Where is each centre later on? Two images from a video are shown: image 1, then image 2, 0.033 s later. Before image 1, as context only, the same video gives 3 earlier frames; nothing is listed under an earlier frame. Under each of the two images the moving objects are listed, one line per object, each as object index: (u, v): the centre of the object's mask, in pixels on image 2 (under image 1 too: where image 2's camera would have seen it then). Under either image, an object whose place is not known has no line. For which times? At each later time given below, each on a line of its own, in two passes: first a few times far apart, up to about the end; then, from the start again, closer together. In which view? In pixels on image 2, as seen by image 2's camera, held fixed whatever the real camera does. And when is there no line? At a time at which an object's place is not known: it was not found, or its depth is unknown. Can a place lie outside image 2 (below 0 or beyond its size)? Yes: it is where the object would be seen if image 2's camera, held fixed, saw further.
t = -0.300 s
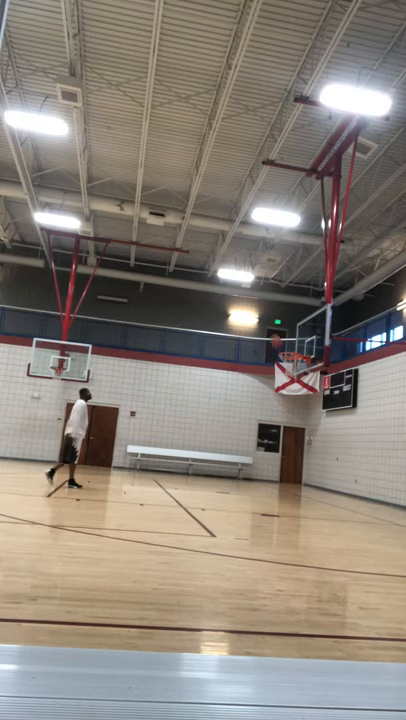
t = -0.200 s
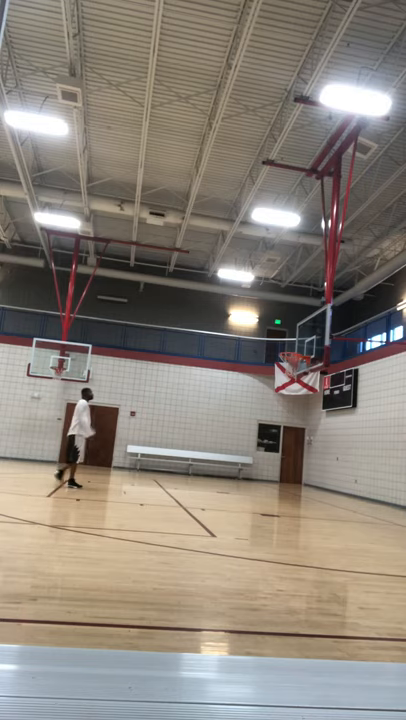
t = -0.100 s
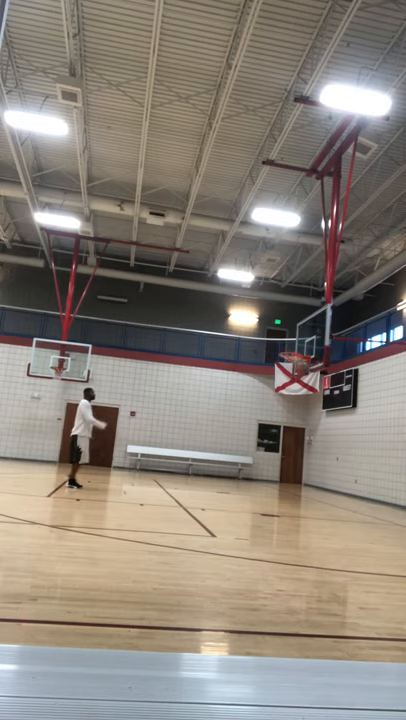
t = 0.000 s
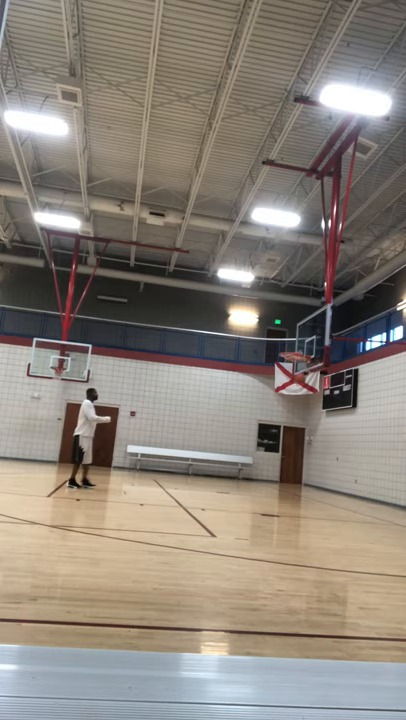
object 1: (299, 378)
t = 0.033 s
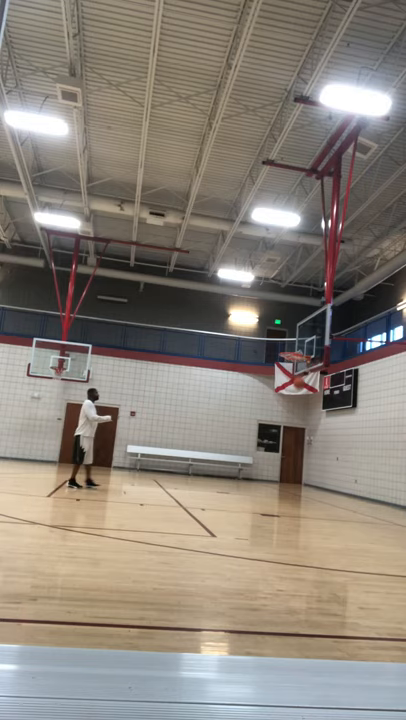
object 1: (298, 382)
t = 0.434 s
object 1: (284, 479)
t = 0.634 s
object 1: (279, 468)
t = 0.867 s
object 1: (271, 437)
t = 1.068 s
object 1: (263, 431)
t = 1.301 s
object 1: (250, 451)
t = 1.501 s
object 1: (237, 493)
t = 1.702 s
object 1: (233, 472)
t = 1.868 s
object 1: (227, 460)
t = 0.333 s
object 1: (289, 448)
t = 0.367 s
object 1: (288, 455)
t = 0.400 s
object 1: (286, 467)
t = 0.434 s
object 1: (284, 479)
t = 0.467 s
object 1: (284, 491)
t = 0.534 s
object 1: (282, 491)
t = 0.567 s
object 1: (282, 481)
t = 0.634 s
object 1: (279, 468)
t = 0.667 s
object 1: (278, 461)
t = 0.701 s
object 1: (277, 456)
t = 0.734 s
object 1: (276, 451)
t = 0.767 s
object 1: (275, 446)
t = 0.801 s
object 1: (273, 442)
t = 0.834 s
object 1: (272, 439)
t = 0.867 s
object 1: (271, 437)
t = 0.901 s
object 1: (270, 434)
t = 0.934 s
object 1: (269, 433)
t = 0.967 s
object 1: (267, 431)
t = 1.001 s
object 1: (265, 431)
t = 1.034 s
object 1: (264, 431)
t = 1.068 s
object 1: (263, 431)
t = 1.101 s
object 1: (260, 433)
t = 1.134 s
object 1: (259, 434)
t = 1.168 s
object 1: (257, 436)
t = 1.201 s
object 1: (255, 438)
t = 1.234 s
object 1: (253, 441)
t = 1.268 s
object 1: (251, 446)
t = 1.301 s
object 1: (250, 451)
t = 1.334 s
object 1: (248, 456)
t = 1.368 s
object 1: (246, 462)
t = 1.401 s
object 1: (244, 470)
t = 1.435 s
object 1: (241, 476)
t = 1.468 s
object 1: (239, 485)
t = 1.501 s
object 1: (237, 493)
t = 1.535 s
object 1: (235, 497)
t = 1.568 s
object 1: (234, 491)
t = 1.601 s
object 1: (234, 485)
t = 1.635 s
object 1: (233, 479)
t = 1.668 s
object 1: (233, 476)
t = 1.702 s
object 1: (233, 472)
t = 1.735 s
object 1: (231, 468)
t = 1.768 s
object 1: (230, 465)
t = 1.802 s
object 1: (229, 463)
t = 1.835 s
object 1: (228, 461)
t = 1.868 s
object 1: (227, 460)
